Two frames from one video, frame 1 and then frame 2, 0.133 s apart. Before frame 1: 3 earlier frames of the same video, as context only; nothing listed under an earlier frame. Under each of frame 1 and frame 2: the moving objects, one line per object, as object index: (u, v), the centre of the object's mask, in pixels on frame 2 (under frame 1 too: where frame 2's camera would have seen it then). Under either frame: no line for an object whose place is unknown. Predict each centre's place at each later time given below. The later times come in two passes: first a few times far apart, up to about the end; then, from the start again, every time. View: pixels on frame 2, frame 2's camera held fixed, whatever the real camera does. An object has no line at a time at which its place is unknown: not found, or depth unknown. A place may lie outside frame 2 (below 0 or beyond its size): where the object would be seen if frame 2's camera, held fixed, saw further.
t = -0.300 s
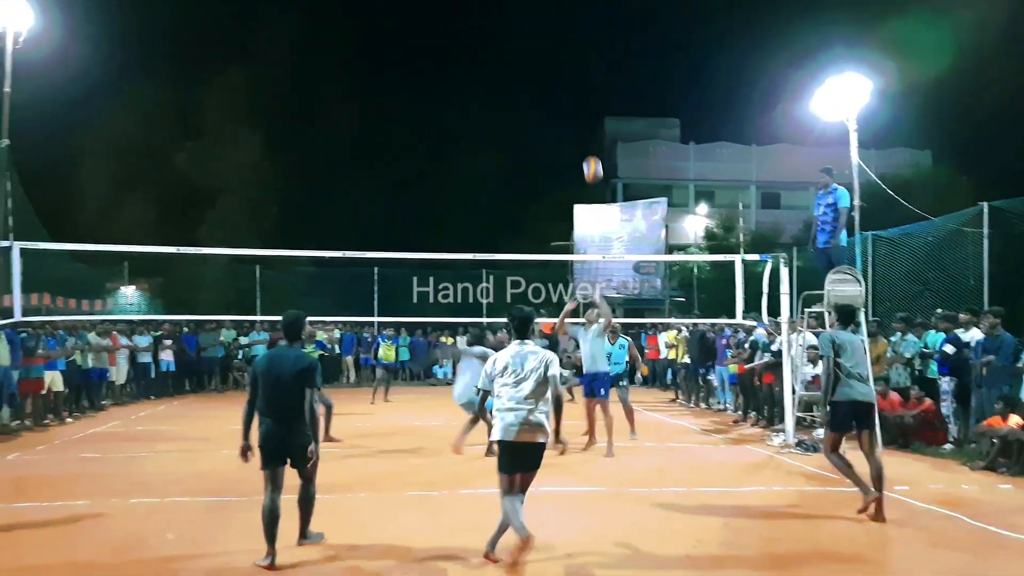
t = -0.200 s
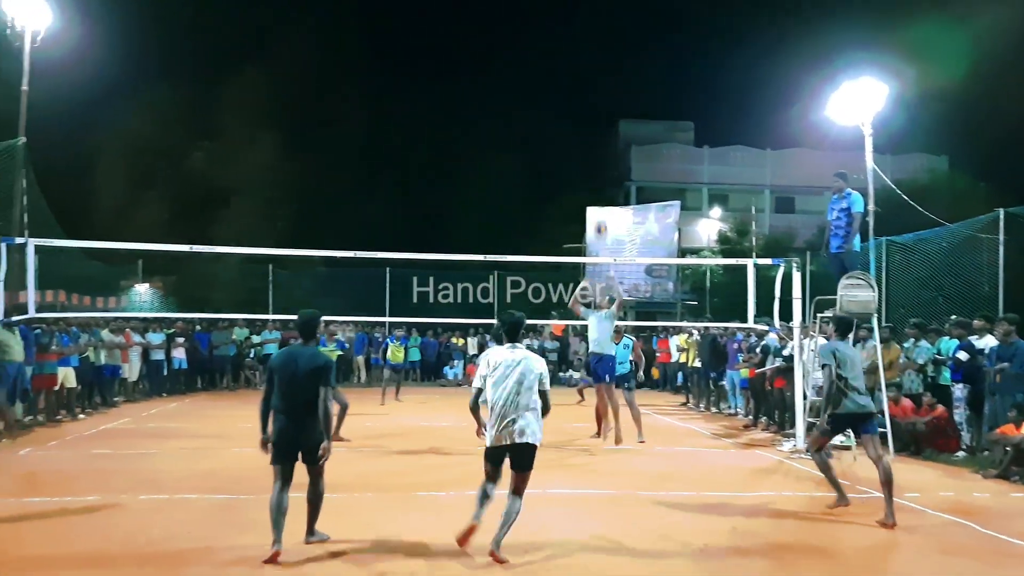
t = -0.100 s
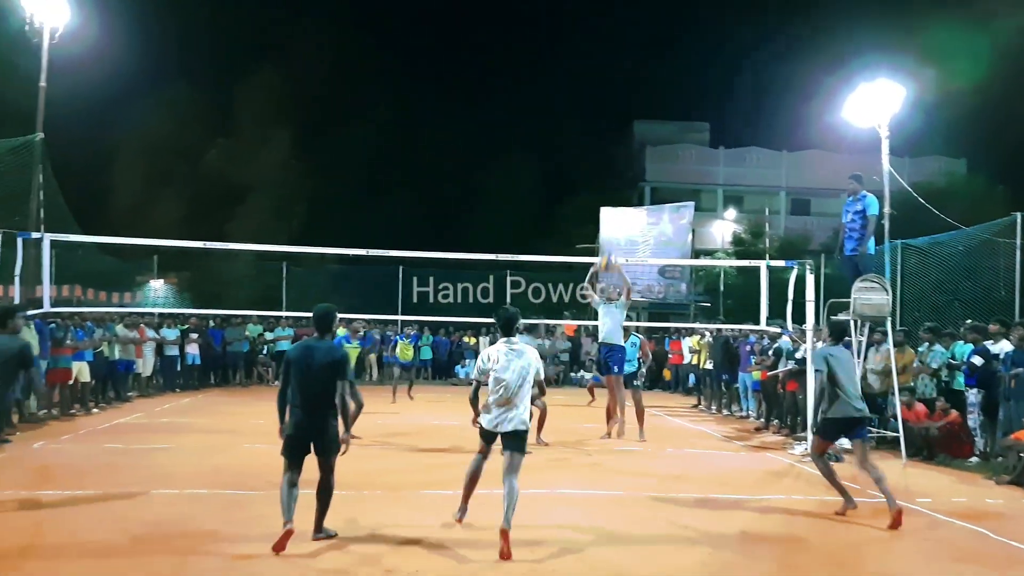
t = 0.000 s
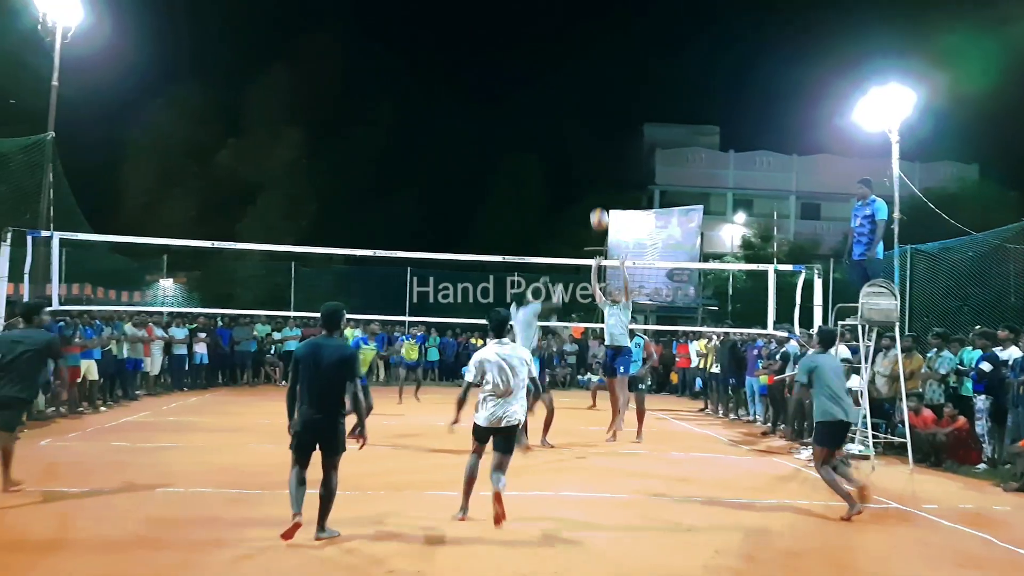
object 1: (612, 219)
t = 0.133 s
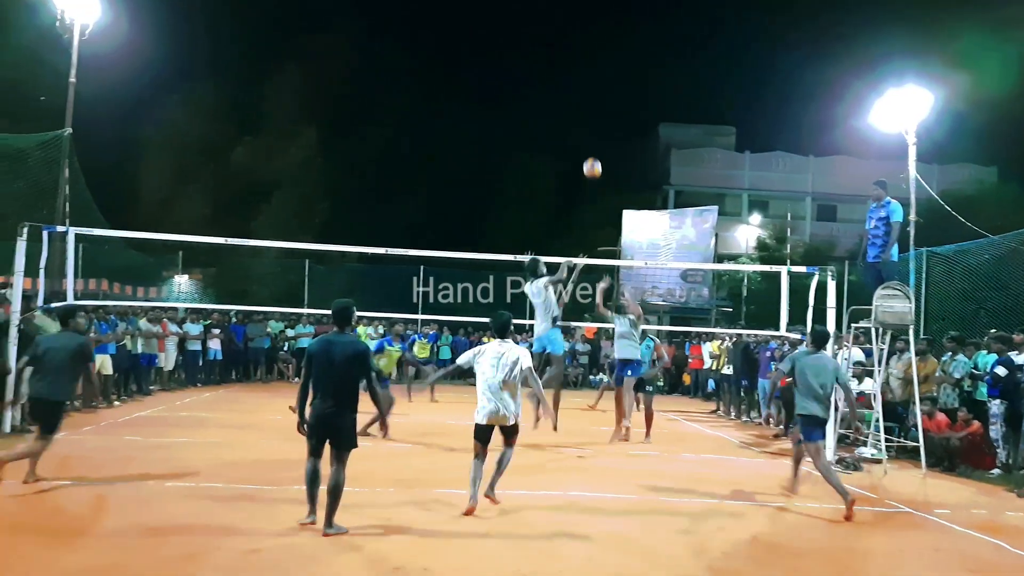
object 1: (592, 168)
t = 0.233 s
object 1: (577, 140)
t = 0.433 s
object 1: (549, 108)
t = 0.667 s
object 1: (514, 112)
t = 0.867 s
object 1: (484, 151)
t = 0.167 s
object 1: (587, 158)
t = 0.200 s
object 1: (582, 148)
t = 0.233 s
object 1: (577, 140)
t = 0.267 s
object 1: (572, 133)
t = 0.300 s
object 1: (567, 126)
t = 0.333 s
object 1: (563, 121)
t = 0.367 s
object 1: (558, 115)
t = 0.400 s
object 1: (553, 111)
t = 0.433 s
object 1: (549, 108)
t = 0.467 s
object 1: (544, 106)
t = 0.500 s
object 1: (539, 105)
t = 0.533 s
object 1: (534, 104)
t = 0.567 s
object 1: (529, 105)
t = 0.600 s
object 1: (524, 107)
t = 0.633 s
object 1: (519, 109)
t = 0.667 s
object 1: (514, 112)
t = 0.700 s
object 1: (509, 116)
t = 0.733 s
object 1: (504, 122)
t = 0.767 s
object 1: (498, 127)
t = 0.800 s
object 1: (493, 134)
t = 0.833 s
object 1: (488, 142)
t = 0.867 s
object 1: (484, 151)
